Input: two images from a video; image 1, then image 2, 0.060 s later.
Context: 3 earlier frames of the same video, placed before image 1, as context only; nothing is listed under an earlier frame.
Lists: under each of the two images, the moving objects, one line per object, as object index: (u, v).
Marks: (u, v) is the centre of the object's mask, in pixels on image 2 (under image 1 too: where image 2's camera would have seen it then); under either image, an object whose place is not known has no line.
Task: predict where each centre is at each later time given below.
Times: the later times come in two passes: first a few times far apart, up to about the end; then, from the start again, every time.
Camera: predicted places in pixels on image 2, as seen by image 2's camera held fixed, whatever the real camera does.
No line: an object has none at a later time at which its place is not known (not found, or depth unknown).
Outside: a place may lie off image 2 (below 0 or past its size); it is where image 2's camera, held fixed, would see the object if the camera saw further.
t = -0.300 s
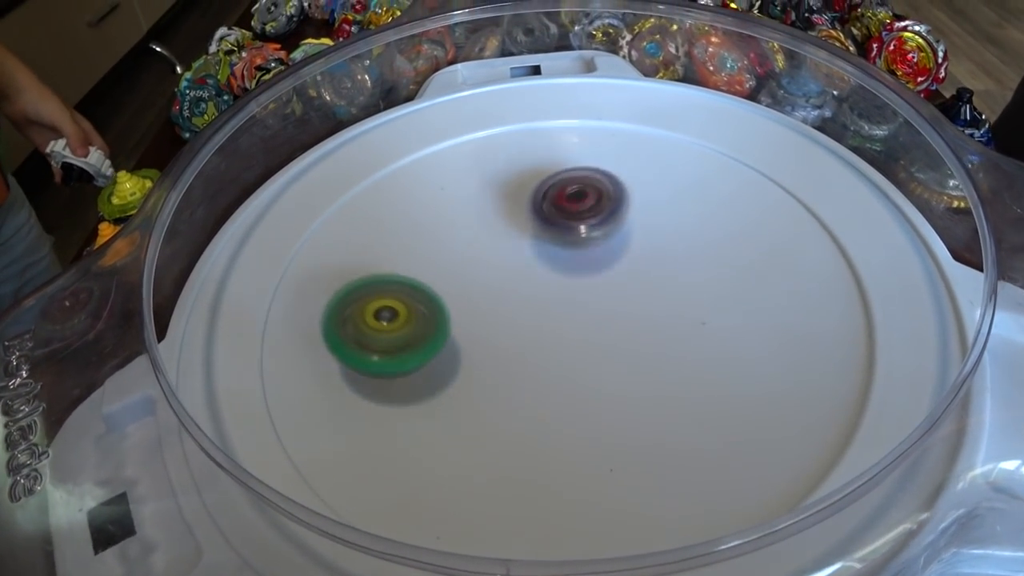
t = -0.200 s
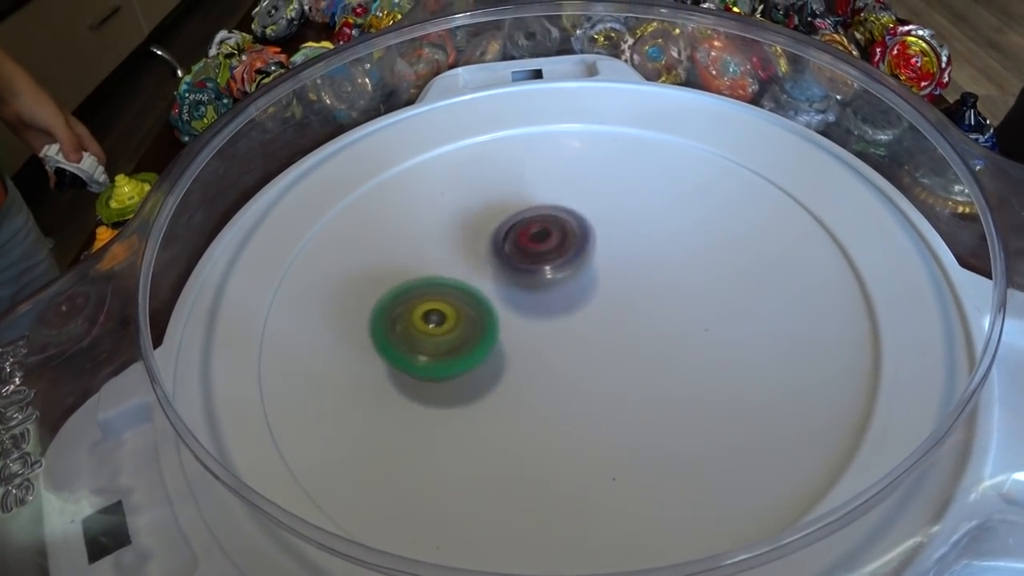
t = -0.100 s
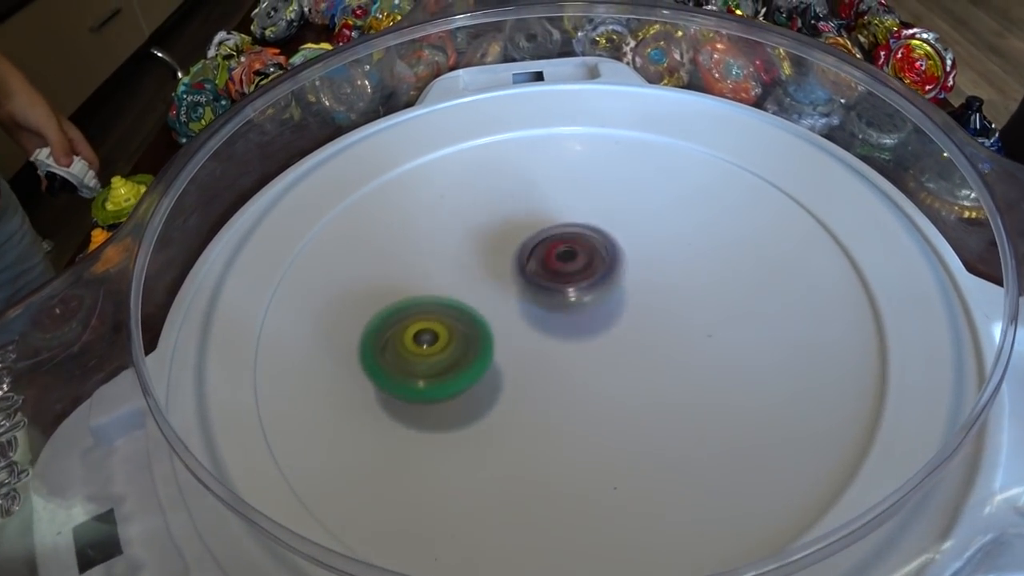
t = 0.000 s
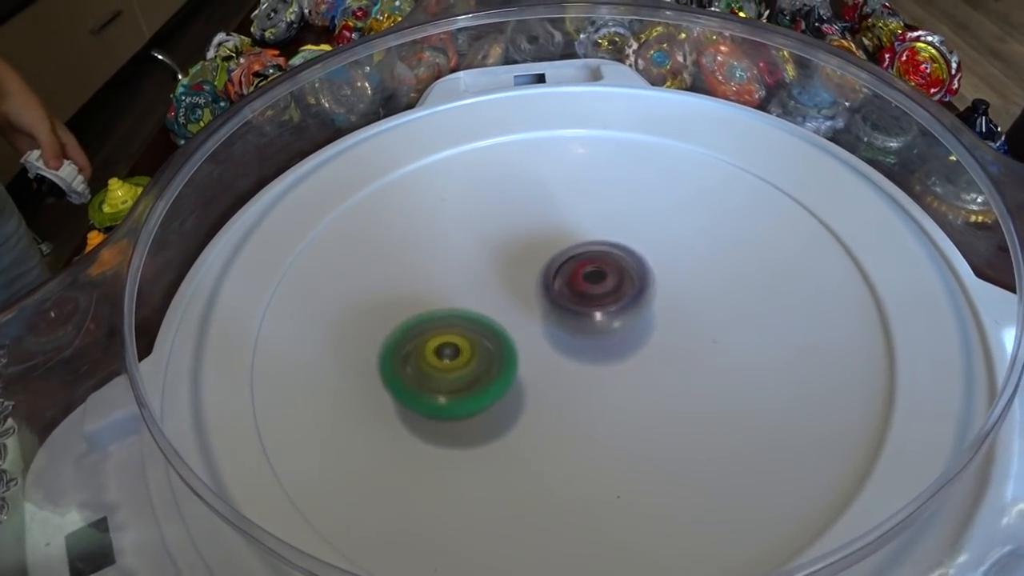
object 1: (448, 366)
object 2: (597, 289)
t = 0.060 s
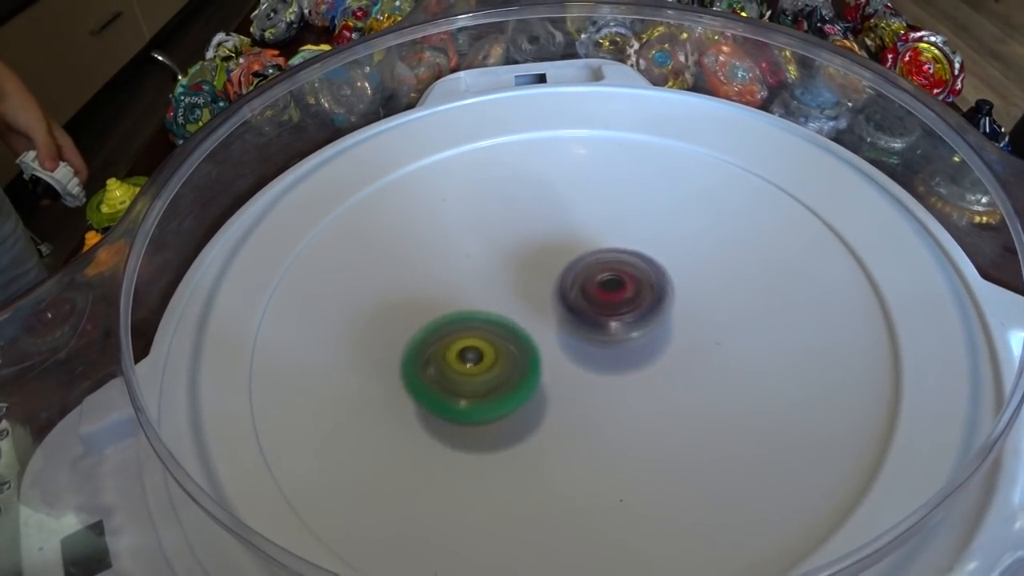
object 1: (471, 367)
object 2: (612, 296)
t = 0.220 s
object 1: (525, 347)
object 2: (661, 294)
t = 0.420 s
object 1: (530, 310)
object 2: (681, 250)
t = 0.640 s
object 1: (479, 297)
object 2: (640, 235)
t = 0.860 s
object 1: (475, 313)
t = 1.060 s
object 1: (443, 319)
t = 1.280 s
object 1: (446, 335)
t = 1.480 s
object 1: (480, 328)
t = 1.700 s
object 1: (472, 311)
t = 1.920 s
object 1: (493, 289)
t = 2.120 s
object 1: (514, 266)
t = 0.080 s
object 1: (480, 367)
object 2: (618, 297)
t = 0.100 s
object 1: (490, 366)
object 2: (623, 299)
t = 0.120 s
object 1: (498, 364)
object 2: (628, 301)
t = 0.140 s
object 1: (508, 360)
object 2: (633, 301)
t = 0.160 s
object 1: (517, 357)
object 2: (637, 301)
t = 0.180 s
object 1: (525, 353)
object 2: (642, 300)
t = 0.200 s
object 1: (528, 350)
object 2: (648, 298)
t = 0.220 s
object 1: (525, 347)
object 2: (661, 294)
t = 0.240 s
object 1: (524, 343)
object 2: (672, 290)
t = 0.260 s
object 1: (525, 338)
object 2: (679, 288)
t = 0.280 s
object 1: (528, 334)
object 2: (684, 283)
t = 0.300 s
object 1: (529, 330)
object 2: (688, 277)
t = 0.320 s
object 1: (530, 327)
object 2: (690, 272)
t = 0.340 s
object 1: (531, 324)
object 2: (691, 267)
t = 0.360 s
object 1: (531, 320)
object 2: (691, 263)
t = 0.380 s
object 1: (530, 317)
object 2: (689, 258)
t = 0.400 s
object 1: (530, 313)
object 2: (685, 254)
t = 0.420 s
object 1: (530, 310)
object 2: (681, 250)
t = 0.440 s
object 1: (530, 307)
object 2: (674, 247)
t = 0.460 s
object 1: (528, 304)
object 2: (667, 244)
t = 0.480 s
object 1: (528, 301)
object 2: (659, 243)
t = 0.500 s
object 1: (527, 298)
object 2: (651, 243)
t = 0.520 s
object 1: (527, 296)
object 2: (642, 244)
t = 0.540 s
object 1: (526, 293)
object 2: (632, 246)
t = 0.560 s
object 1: (514, 294)
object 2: (633, 242)
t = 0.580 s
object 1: (501, 295)
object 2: (638, 240)
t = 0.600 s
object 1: (491, 296)
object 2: (640, 237)
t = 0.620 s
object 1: (484, 297)
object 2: (640, 236)
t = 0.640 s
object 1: (479, 297)
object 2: (640, 235)
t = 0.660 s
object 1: (475, 297)
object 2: (639, 235)
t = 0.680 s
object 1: (473, 298)
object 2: (637, 236)
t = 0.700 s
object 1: (472, 300)
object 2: (635, 236)
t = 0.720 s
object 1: (471, 301)
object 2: (632, 237)
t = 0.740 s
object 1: (471, 303)
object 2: (630, 239)
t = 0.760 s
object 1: (470, 304)
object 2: (627, 240)
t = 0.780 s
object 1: (471, 306)
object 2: (624, 243)
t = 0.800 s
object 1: (472, 308)
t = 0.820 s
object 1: (473, 309)
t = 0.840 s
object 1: (474, 311)
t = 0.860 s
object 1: (475, 313)
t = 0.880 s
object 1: (478, 314)
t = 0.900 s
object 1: (481, 314)
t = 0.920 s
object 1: (484, 315)
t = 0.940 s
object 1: (483, 315)
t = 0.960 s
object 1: (468, 316)
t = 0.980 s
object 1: (458, 315)
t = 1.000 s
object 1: (452, 315)
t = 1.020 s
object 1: (447, 316)
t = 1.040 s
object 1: (445, 318)
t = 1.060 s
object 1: (443, 319)
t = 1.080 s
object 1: (442, 321)
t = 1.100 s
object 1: (441, 322)
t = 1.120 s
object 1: (440, 323)
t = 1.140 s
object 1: (439, 325)
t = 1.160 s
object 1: (439, 326)
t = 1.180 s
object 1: (439, 328)
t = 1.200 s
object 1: (439, 329)
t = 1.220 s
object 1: (440, 331)
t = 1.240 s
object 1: (442, 333)
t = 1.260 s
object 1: (443, 334)
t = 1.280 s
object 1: (446, 335)
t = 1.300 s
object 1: (449, 336)
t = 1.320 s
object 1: (453, 336)
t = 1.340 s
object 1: (458, 336)
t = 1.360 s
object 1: (463, 336)
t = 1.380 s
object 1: (467, 336)
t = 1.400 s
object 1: (472, 335)
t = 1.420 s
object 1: (478, 334)
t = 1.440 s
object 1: (483, 332)
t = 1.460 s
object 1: (488, 330)
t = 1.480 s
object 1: (480, 328)
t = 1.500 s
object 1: (473, 326)
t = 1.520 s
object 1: (470, 325)
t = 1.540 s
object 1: (469, 323)
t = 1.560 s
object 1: (469, 322)
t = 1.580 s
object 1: (468, 321)
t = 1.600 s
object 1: (468, 319)
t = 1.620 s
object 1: (468, 318)
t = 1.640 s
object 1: (469, 316)
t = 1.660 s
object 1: (469, 315)
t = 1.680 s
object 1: (470, 313)
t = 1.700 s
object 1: (472, 311)
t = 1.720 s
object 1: (473, 310)
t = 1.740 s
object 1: (475, 308)
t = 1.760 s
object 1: (477, 306)
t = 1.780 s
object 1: (479, 304)
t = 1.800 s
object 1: (480, 302)
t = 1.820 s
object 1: (482, 300)
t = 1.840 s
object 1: (484, 298)
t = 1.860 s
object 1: (486, 296)
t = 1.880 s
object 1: (489, 294)
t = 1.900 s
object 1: (491, 292)
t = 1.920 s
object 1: (493, 289)
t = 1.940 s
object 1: (495, 287)
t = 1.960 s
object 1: (498, 285)
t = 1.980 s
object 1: (500, 282)
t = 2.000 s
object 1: (502, 280)
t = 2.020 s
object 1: (504, 277)
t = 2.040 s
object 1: (506, 275)
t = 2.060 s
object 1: (508, 272)
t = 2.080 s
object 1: (511, 270)
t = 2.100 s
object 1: (513, 268)
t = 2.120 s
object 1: (514, 266)
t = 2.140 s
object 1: (513, 256)
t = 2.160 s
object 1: (510, 244)
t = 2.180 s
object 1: (508, 235)
